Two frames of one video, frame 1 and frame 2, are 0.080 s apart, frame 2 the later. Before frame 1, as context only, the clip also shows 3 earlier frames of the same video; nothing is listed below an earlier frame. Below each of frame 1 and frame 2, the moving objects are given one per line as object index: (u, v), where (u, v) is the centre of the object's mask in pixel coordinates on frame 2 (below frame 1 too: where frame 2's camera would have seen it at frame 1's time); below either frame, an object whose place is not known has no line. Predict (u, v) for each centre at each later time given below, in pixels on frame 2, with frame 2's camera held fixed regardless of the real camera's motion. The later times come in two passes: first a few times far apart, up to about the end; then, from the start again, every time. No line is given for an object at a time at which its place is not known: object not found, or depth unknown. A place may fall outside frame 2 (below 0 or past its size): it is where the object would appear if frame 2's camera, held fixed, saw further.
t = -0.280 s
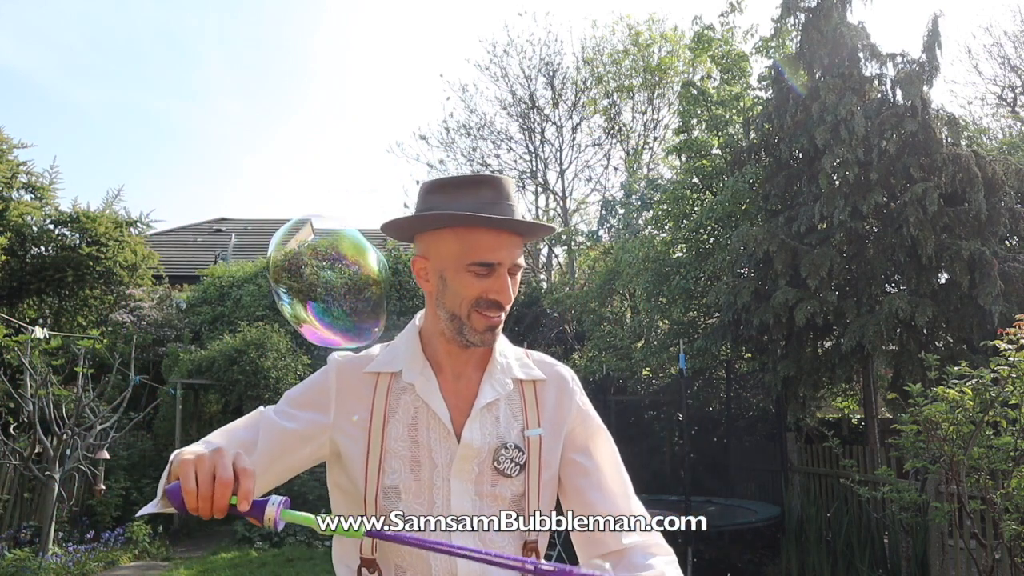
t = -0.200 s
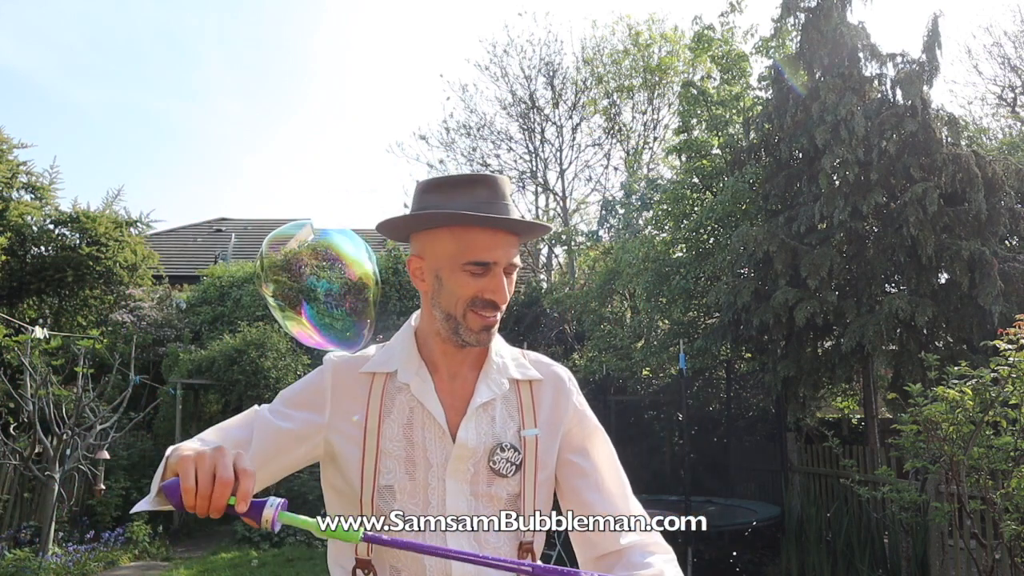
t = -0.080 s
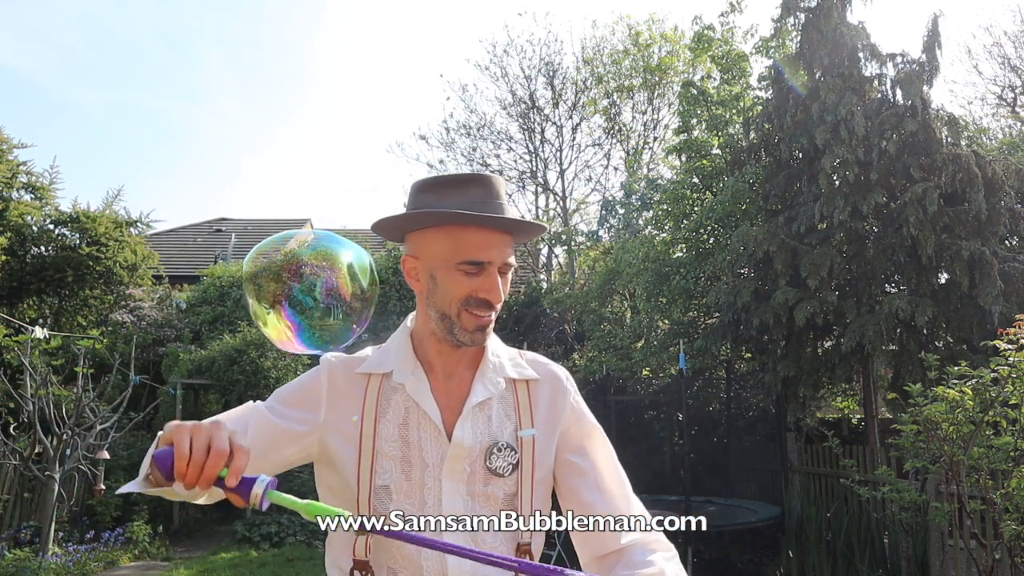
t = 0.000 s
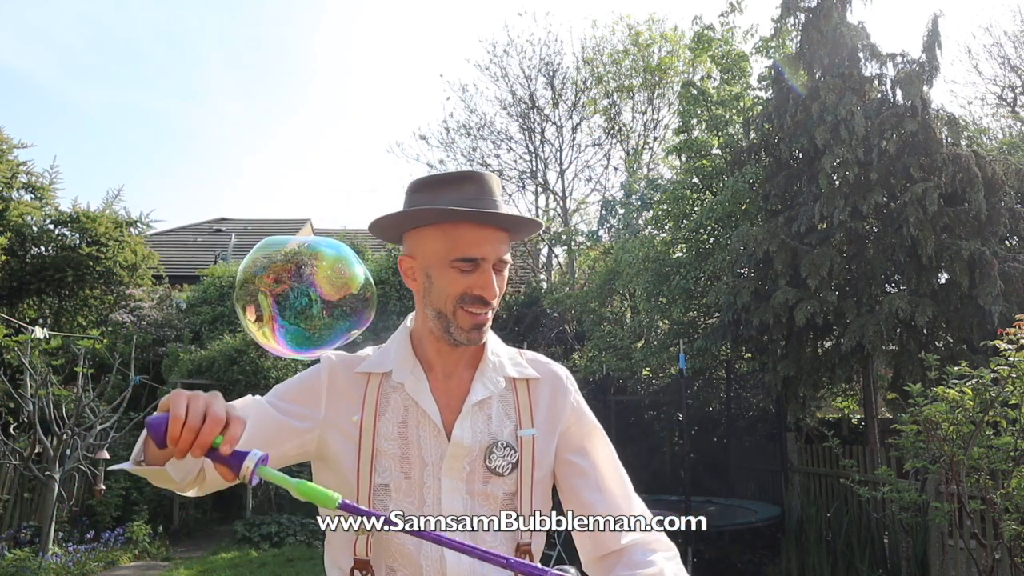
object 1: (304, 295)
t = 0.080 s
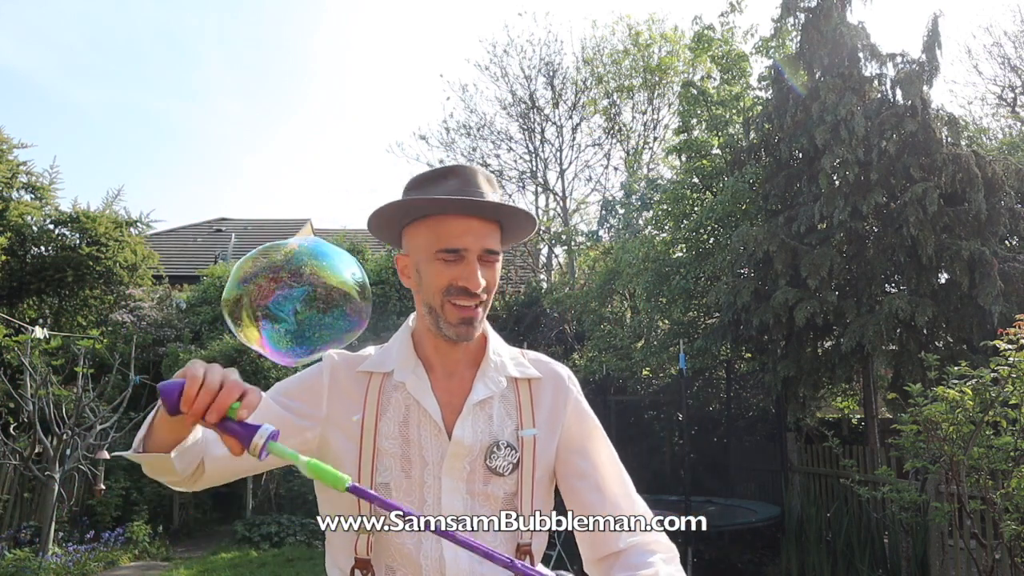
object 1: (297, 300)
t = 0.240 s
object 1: (284, 305)
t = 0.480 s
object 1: (261, 314)
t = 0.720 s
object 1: (239, 318)
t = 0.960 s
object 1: (227, 317)
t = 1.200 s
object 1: (216, 319)
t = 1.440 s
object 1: (207, 314)
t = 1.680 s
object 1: (202, 308)
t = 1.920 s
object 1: (199, 304)
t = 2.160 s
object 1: (204, 297)
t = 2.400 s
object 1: (206, 288)
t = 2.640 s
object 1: (213, 277)
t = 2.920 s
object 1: (221, 266)
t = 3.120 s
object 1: (225, 257)
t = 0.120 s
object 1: (294, 302)
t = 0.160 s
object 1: (291, 303)
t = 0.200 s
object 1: (288, 303)
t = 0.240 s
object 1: (284, 305)
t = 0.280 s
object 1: (280, 308)
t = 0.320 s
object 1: (276, 309)
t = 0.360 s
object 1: (273, 310)
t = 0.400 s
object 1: (269, 311)
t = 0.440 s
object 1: (265, 312)
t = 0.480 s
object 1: (261, 314)
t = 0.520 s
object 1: (256, 314)
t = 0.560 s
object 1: (252, 315)
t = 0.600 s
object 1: (249, 315)
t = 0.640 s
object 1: (244, 316)
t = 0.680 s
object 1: (242, 317)
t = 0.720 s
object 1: (239, 318)
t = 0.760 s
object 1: (237, 319)
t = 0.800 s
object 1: (234, 319)
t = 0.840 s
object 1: (232, 318)
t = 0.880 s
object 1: (230, 318)
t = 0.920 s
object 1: (229, 318)
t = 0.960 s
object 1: (227, 317)
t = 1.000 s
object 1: (226, 317)
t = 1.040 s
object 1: (223, 317)
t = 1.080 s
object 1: (221, 317)
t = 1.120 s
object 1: (219, 318)
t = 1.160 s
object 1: (217, 319)
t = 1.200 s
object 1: (216, 319)
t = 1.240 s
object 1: (215, 318)
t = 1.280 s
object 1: (212, 317)
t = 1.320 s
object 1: (211, 317)
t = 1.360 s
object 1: (208, 315)
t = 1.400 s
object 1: (207, 315)
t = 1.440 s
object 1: (207, 314)
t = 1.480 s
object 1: (206, 312)
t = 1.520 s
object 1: (205, 311)
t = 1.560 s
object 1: (205, 310)
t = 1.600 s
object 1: (205, 309)
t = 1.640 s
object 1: (203, 308)
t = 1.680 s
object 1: (202, 308)
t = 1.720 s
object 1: (201, 308)
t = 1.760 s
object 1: (199, 307)
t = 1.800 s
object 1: (199, 307)
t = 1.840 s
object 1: (198, 306)
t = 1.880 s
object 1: (199, 305)
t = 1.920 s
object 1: (199, 304)
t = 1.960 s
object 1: (199, 303)
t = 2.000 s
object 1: (200, 302)
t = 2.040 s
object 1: (202, 300)
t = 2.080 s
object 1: (203, 299)
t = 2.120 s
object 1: (203, 298)
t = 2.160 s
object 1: (204, 297)
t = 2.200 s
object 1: (204, 296)
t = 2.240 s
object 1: (204, 295)
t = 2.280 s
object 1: (205, 293)
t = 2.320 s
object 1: (205, 291)
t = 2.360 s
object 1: (206, 290)
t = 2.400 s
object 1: (206, 288)
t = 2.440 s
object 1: (207, 286)
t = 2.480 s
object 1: (208, 285)
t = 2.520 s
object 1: (210, 283)
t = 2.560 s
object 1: (211, 281)
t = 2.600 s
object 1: (212, 279)
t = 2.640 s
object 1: (213, 277)
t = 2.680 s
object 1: (214, 275)
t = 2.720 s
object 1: (215, 273)
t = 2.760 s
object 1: (217, 271)
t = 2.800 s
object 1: (218, 270)
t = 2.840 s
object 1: (219, 269)
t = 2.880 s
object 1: (220, 267)
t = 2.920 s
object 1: (221, 266)
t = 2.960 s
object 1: (223, 265)
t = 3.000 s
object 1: (224, 263)
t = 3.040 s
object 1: (225, 262)
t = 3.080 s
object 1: (226, 261)
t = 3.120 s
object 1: (225, 257)
